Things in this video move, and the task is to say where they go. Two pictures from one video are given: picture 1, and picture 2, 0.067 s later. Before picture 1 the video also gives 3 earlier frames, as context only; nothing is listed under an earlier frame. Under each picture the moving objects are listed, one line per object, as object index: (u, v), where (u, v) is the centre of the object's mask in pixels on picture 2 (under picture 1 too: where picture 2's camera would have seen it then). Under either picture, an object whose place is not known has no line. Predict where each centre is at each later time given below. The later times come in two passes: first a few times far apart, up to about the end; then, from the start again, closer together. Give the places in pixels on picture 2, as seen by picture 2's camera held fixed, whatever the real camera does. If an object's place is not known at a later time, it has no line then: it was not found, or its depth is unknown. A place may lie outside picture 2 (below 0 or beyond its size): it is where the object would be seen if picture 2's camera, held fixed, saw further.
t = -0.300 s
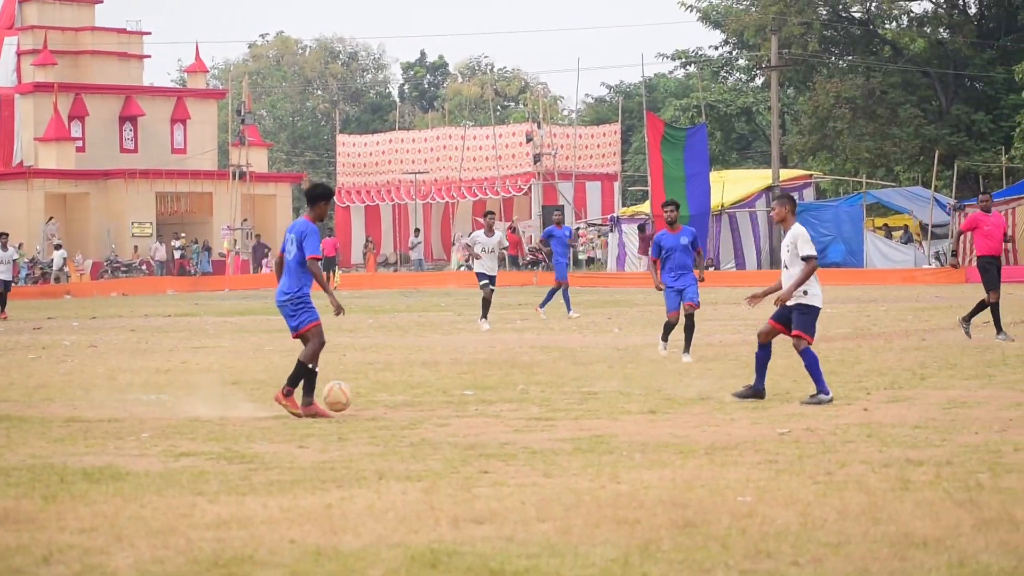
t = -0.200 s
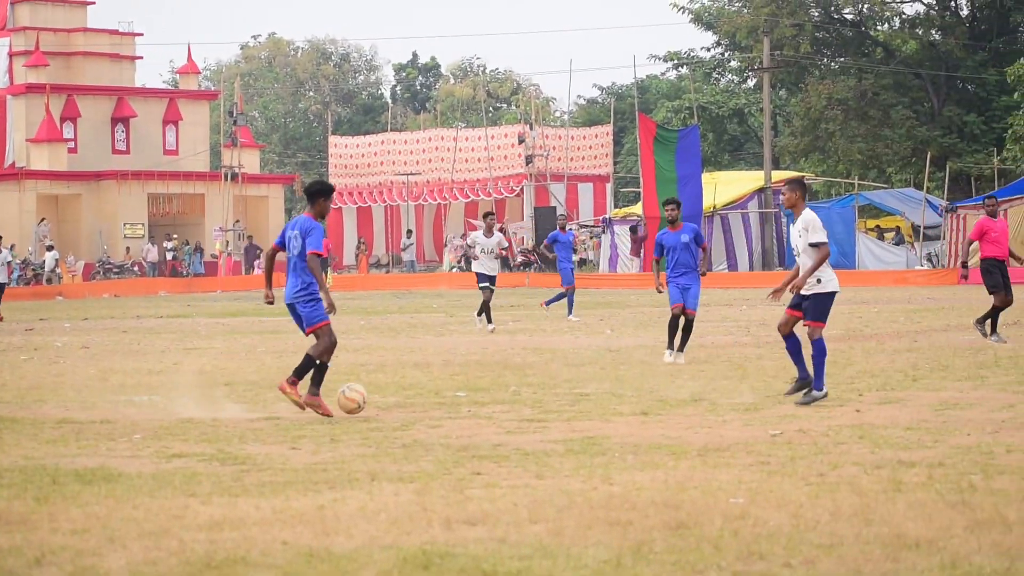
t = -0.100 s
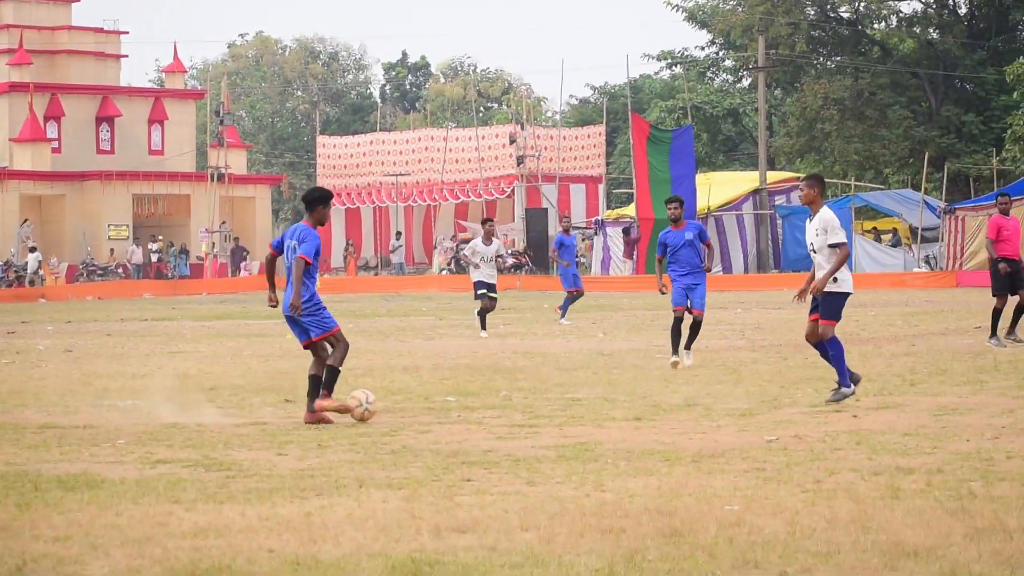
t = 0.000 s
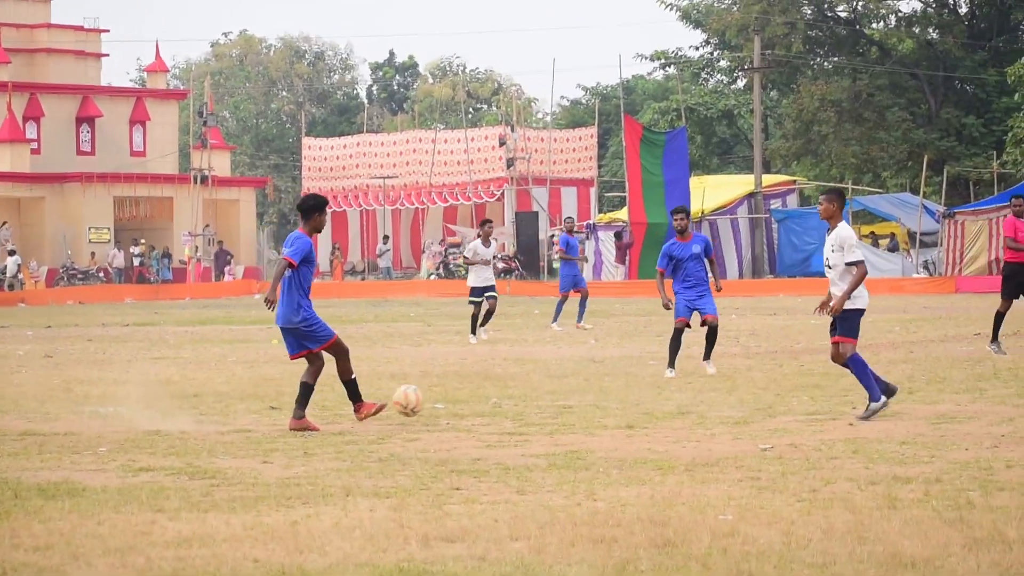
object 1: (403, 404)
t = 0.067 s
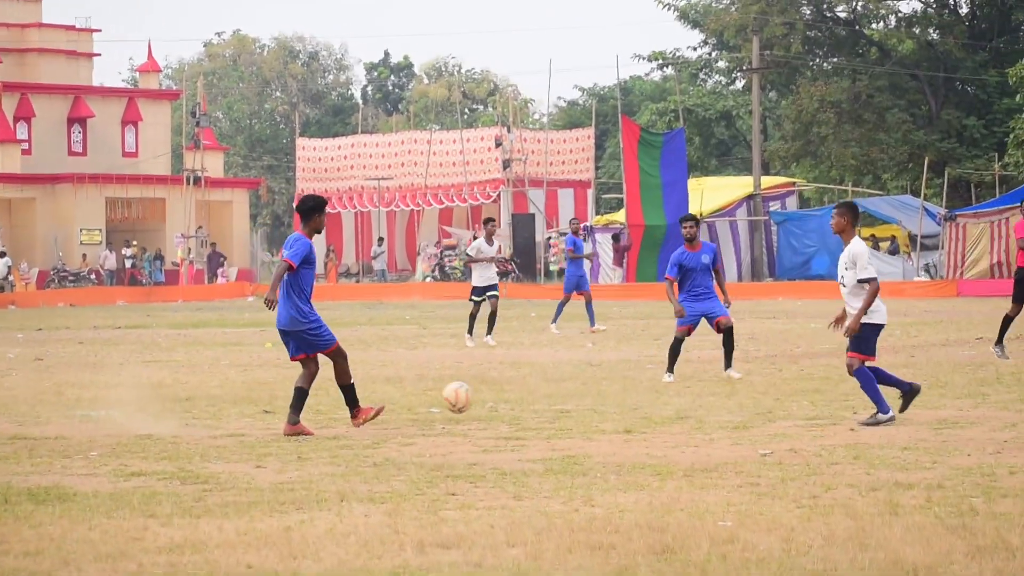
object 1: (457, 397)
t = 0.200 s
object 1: (557, 400)
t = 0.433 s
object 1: (693, 387)
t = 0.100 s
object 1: (483, 394)
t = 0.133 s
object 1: (509, 395)
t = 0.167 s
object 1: (533, 397)
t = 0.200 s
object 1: (557, 400)
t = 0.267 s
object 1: (600, 393)
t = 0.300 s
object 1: (620, 391)
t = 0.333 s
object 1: (639, 391)
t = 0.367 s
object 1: (658, 391)
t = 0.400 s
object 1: (676, 388)
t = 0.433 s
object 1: (693, 387)
